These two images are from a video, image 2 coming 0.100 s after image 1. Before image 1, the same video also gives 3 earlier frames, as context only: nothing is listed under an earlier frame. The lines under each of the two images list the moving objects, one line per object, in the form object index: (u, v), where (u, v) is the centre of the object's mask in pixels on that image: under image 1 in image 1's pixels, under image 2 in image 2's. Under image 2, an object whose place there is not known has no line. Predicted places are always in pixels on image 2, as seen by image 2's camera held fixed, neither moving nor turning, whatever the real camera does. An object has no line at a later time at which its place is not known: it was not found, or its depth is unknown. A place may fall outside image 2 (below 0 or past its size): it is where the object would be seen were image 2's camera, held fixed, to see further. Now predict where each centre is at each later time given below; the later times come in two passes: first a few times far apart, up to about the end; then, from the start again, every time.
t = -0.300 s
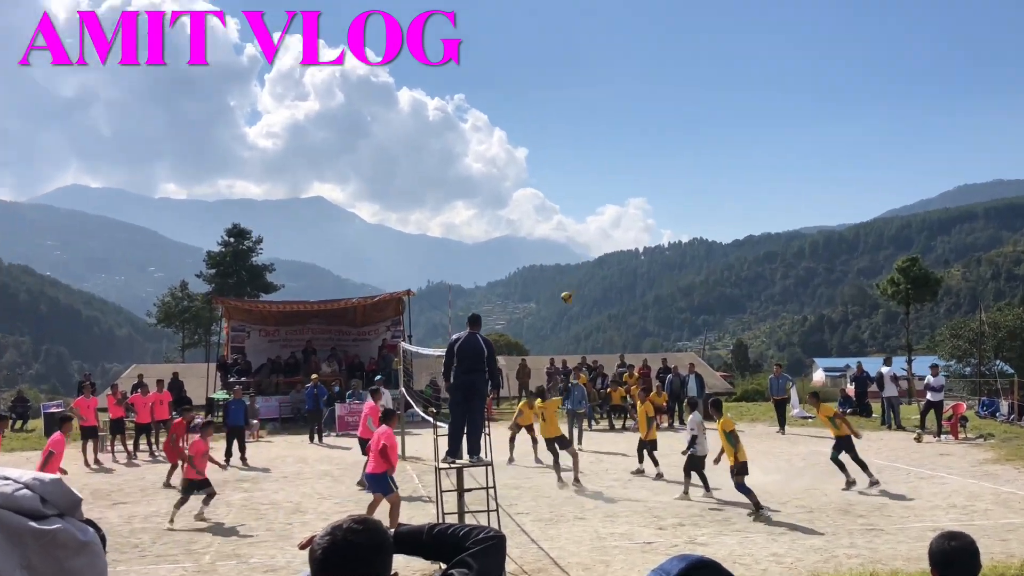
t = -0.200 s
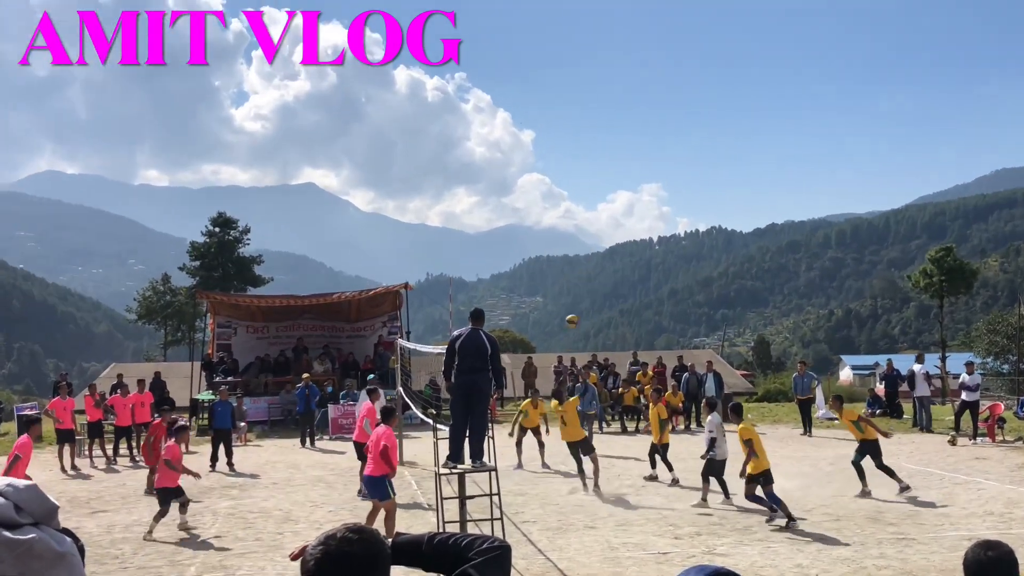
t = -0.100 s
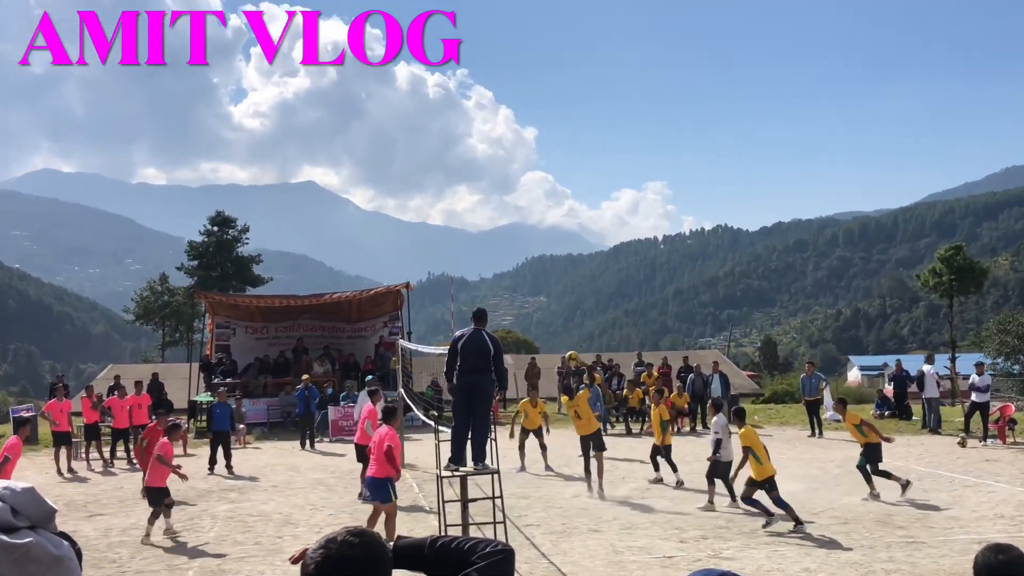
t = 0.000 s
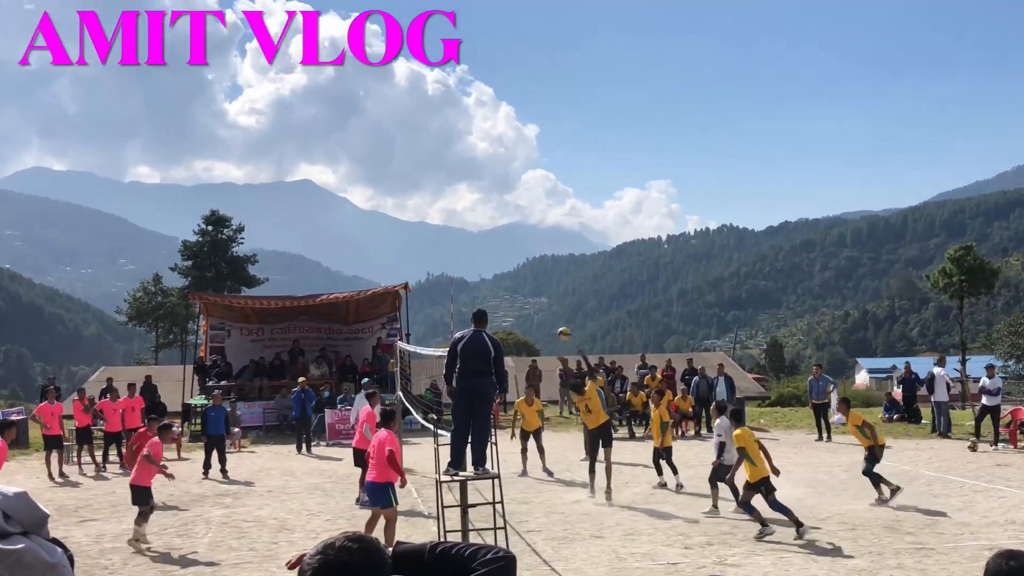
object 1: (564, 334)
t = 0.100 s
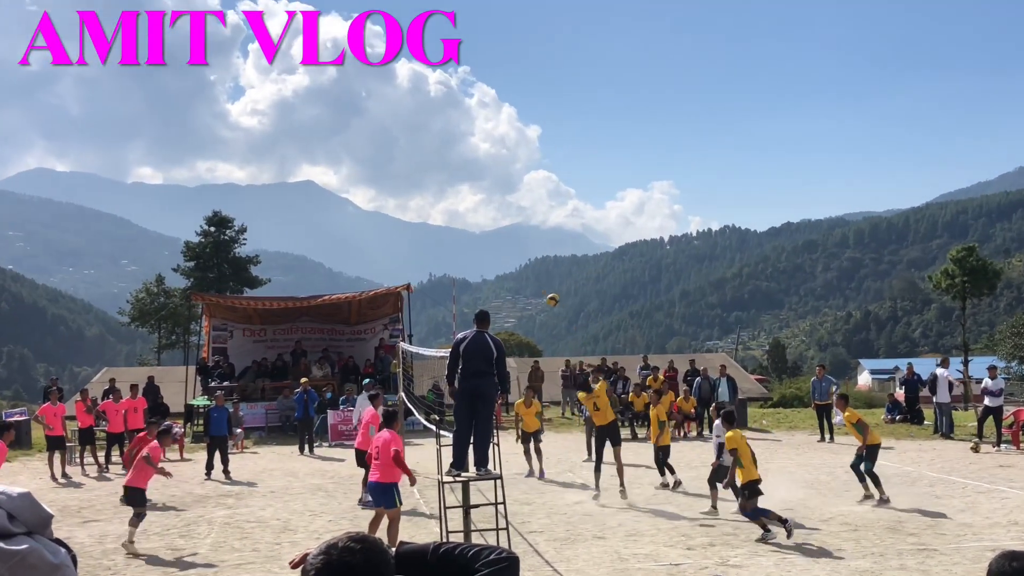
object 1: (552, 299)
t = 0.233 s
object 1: (538, 266)
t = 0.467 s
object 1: (513, 237)
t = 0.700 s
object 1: (490, 241)
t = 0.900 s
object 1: (471, 266)
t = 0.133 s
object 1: (549, 290)
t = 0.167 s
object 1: (546, 282)
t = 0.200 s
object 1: (542, 274)
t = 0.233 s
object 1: (538, 266)
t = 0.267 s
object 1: (534, 261)
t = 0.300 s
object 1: (530, 254)
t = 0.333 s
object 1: (526, 250)
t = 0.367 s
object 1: (522, 245)
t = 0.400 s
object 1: (519, 242)
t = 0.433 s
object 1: (516, 239)
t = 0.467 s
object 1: (513, 237)
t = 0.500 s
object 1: (509, 236)
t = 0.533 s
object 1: (506, 234)
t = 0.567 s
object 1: (503, 234)
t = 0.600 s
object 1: (499, 235)
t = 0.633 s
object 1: (496, 237)
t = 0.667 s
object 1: (493, 238)
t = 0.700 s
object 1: (490, 241)
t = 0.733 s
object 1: (487, 243)
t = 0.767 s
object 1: (484, 246)
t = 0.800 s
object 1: (481, 250)
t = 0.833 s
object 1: (477, 254)
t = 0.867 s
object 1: (474, 260)
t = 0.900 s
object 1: (471, 266)
